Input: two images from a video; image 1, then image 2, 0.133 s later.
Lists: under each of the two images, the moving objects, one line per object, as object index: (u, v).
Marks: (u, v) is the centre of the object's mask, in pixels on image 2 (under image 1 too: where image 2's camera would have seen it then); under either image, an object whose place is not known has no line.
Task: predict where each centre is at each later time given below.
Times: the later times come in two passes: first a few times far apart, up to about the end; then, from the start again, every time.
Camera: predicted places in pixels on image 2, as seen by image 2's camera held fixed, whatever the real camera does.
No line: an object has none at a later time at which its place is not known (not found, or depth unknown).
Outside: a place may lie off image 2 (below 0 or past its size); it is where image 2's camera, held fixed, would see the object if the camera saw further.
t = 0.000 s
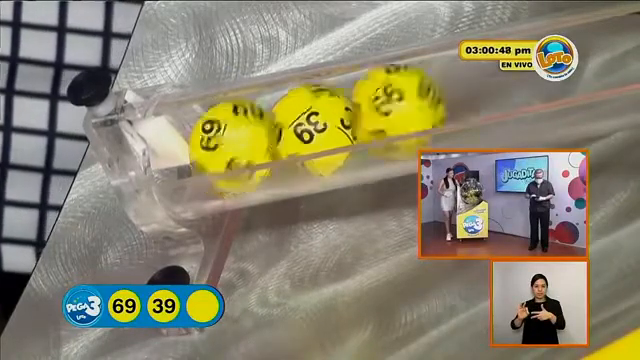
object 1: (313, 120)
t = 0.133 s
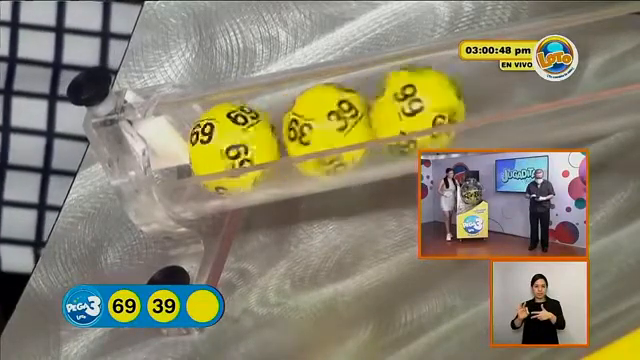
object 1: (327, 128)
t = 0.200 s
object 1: (311, 132)
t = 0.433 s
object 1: (306, 132)
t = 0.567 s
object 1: (306, 132)
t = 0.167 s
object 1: (320, 130)
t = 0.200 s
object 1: (311, 132)
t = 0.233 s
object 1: (306, 131)
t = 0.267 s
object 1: (305, 132)
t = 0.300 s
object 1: (305, 133)
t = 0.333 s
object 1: (305, 132)
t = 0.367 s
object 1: (305, 132)
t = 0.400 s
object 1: (305, 132)
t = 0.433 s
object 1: (306, 132)
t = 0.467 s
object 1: (305, 132)
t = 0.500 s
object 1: (305, 132)
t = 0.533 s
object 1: (306, 132)
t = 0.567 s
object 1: (306, 132)
